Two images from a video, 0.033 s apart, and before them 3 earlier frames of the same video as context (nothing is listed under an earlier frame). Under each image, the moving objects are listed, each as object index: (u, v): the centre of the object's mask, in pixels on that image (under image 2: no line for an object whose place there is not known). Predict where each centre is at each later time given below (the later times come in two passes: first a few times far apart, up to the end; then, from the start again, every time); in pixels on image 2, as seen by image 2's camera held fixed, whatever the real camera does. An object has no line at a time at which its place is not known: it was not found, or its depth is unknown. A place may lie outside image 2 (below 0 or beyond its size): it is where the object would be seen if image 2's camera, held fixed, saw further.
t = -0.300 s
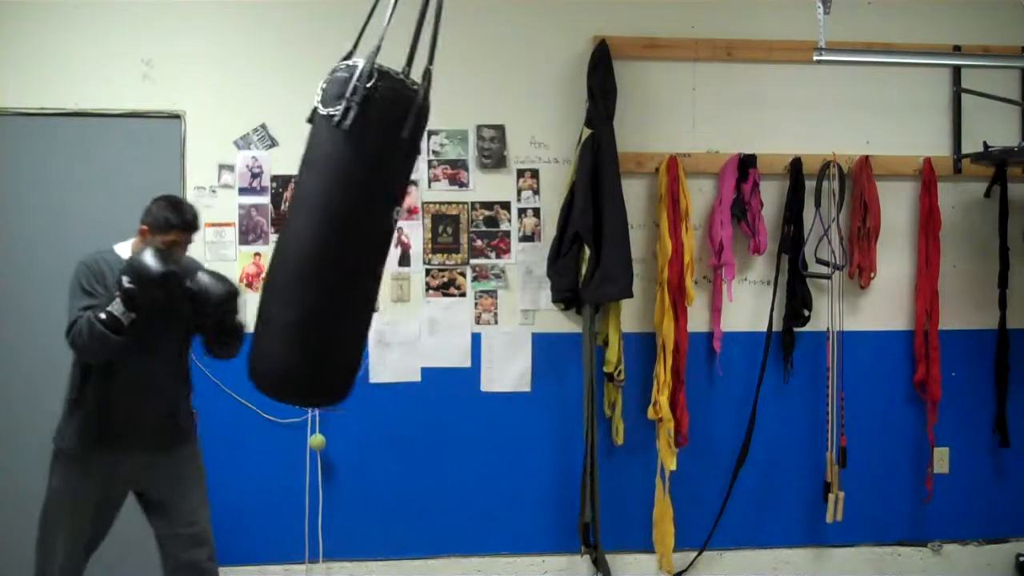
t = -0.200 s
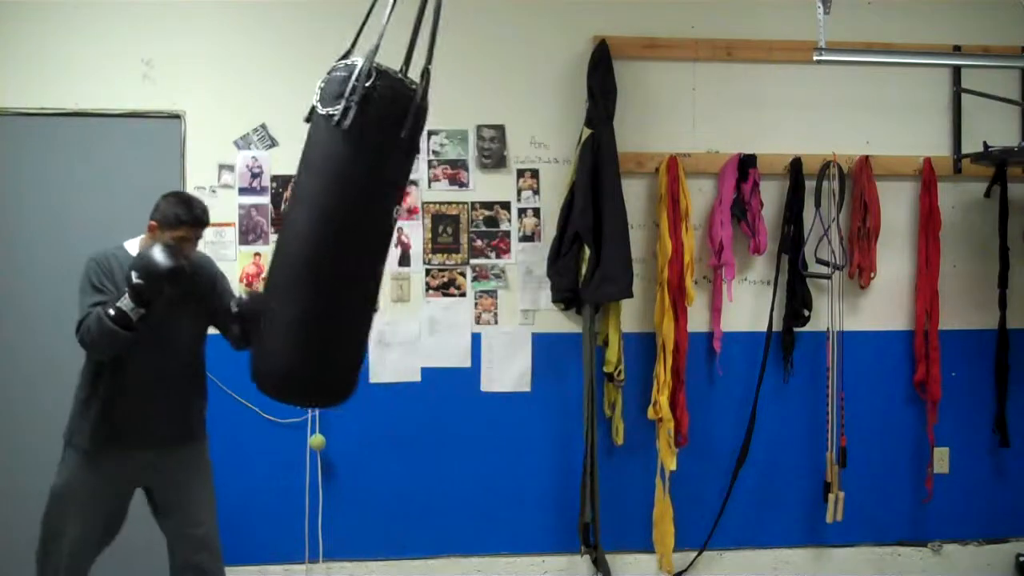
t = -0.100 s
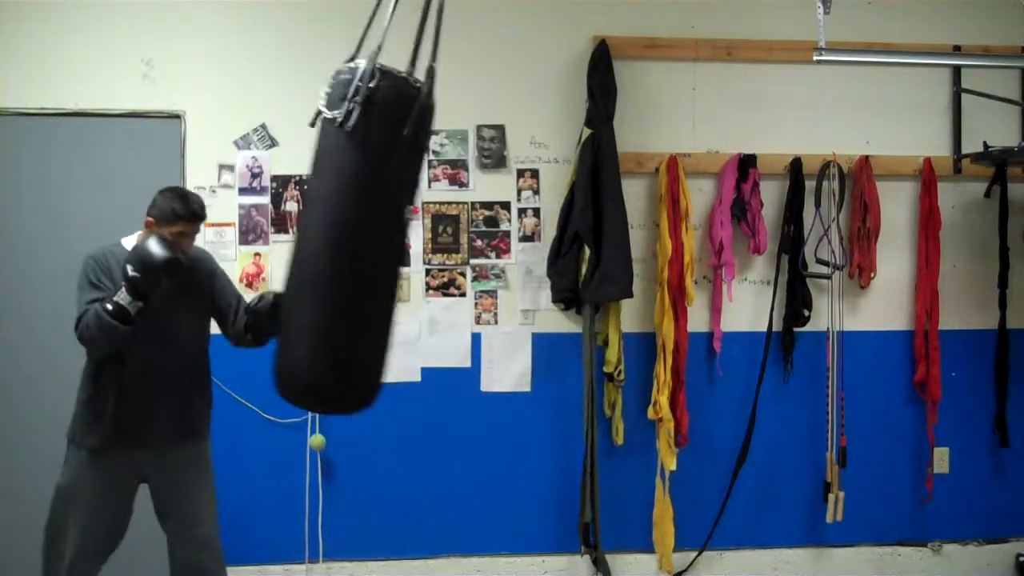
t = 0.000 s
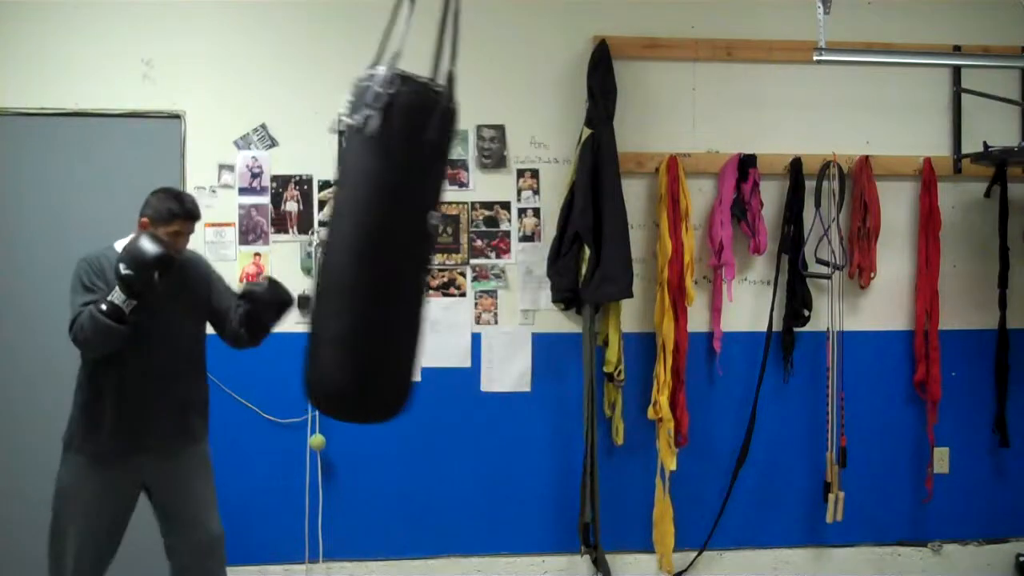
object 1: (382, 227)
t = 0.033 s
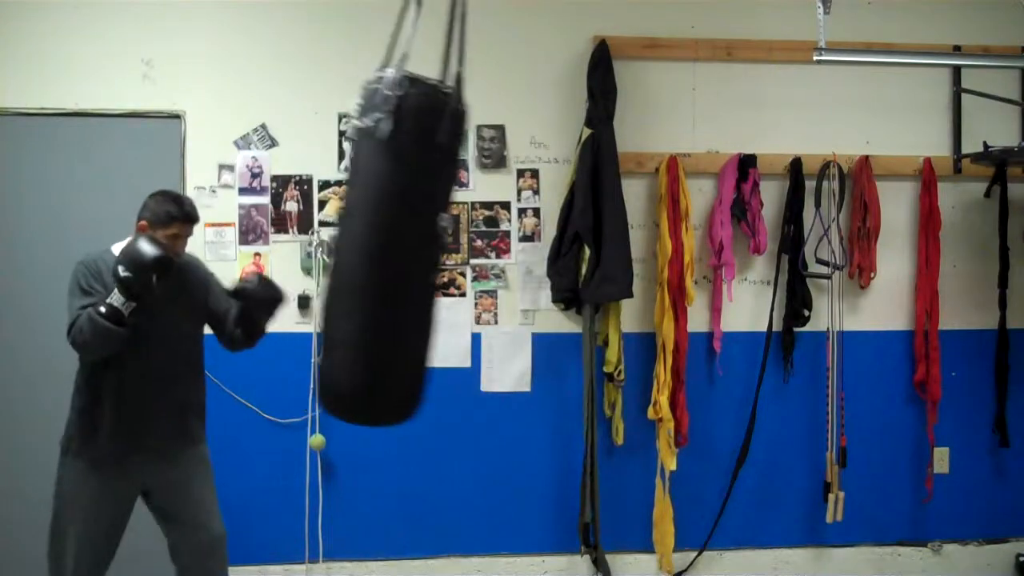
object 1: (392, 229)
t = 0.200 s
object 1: (448, 238)
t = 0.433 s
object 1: (539, 239)
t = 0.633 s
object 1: (599, 229)
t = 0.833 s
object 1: (635, 222)
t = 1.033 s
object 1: (632, 221)
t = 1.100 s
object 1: (623, 223)
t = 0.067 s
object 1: (403, 231)
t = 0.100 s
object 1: (414, 233)
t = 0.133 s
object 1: (425, 235)
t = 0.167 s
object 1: (437, 236)
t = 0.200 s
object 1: (448, 238)
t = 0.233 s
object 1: (461, 239)
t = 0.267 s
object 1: (473, 240)
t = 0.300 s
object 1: (485, 240)
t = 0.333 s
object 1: (499, 240)
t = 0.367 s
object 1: (512, 241)
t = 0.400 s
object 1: (526, 241)
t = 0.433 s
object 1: (539, 239)
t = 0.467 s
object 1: (550, 237)
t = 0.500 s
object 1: (563, 234)
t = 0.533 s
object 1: (571, 238)
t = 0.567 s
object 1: (583, 234)
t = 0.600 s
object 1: (591, 232)
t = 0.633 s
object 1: (599, 229)
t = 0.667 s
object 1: (607, 228)
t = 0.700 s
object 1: (614, 226)
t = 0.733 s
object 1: (620, 224)
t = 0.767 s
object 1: (626, 224)
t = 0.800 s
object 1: (630, 222)
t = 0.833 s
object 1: (635, 222)
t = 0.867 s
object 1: (637, 221)
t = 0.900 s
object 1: (638, 221)
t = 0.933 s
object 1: (638, 221)
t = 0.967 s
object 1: (638, 221)
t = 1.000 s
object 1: (636, 221)
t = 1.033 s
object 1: (632, 221)
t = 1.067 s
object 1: (628, 221)
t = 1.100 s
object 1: (623, 223)
